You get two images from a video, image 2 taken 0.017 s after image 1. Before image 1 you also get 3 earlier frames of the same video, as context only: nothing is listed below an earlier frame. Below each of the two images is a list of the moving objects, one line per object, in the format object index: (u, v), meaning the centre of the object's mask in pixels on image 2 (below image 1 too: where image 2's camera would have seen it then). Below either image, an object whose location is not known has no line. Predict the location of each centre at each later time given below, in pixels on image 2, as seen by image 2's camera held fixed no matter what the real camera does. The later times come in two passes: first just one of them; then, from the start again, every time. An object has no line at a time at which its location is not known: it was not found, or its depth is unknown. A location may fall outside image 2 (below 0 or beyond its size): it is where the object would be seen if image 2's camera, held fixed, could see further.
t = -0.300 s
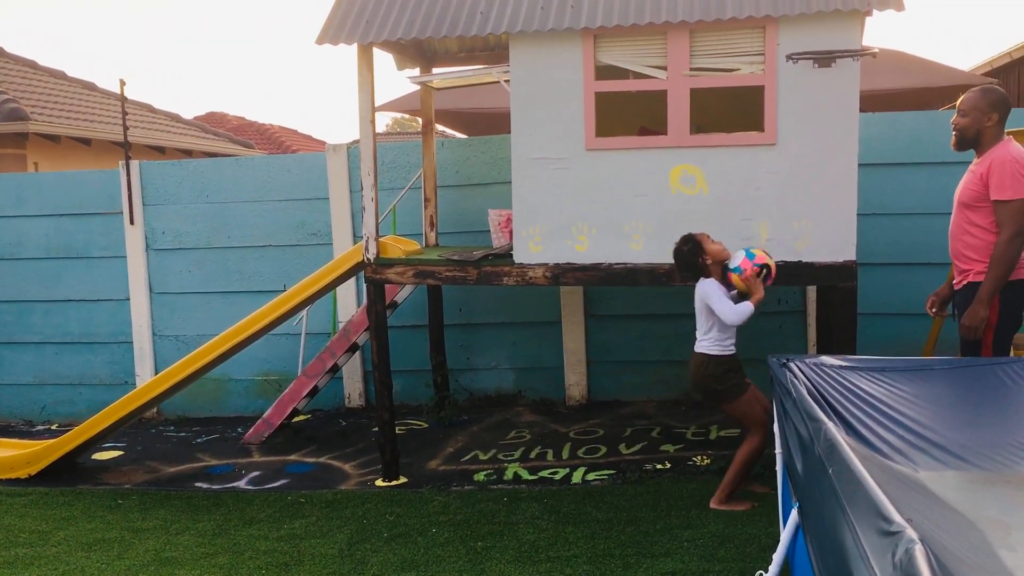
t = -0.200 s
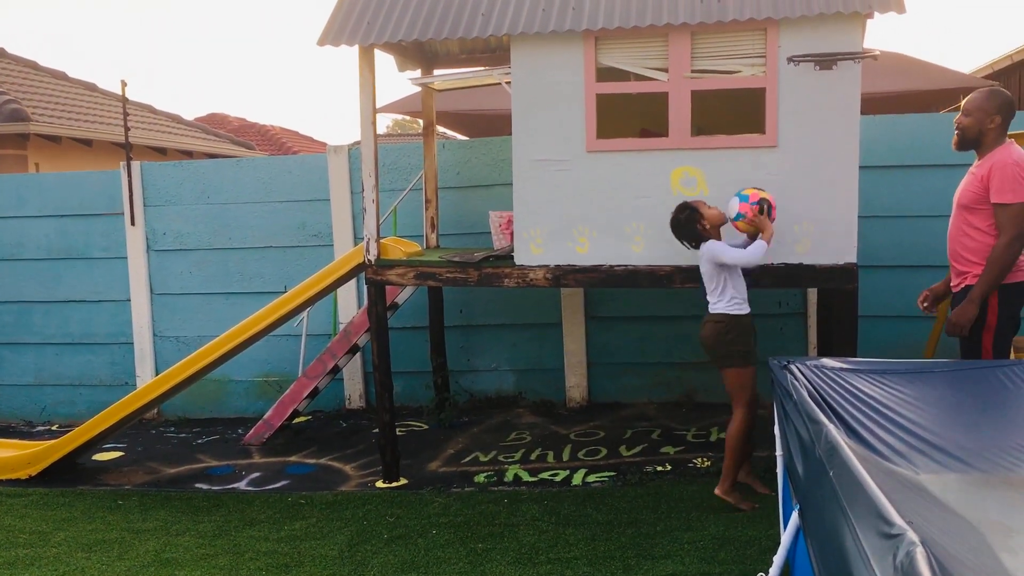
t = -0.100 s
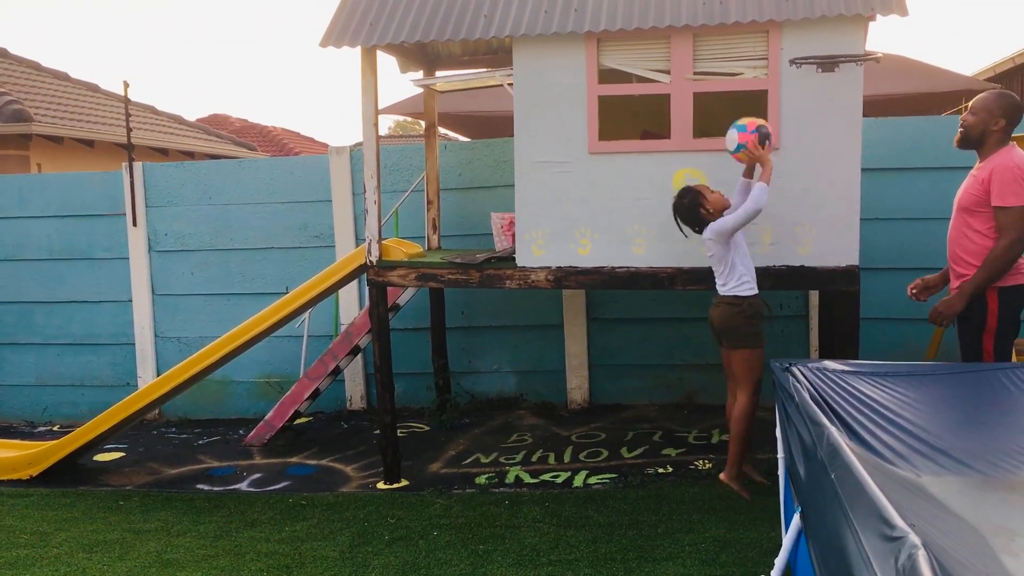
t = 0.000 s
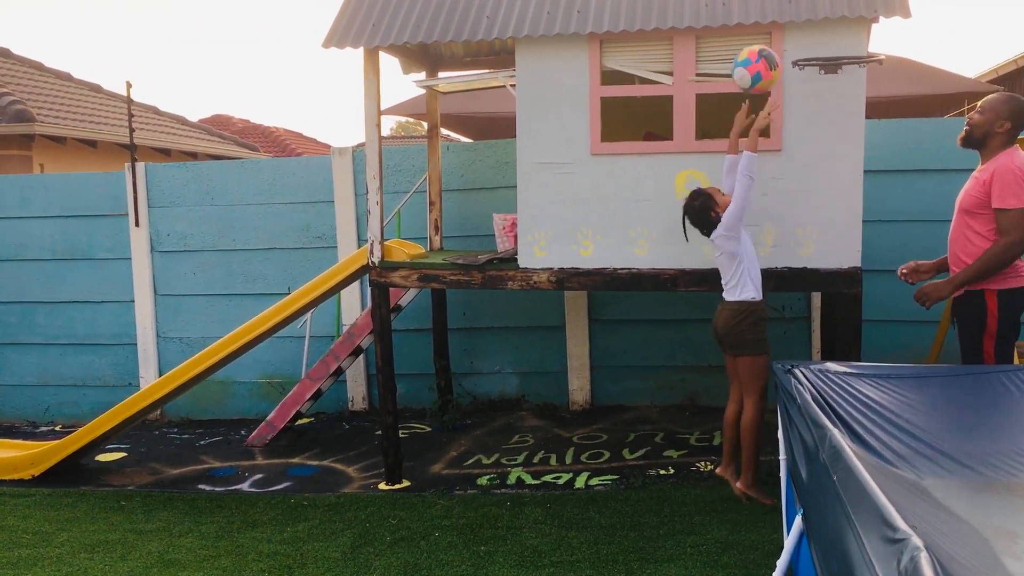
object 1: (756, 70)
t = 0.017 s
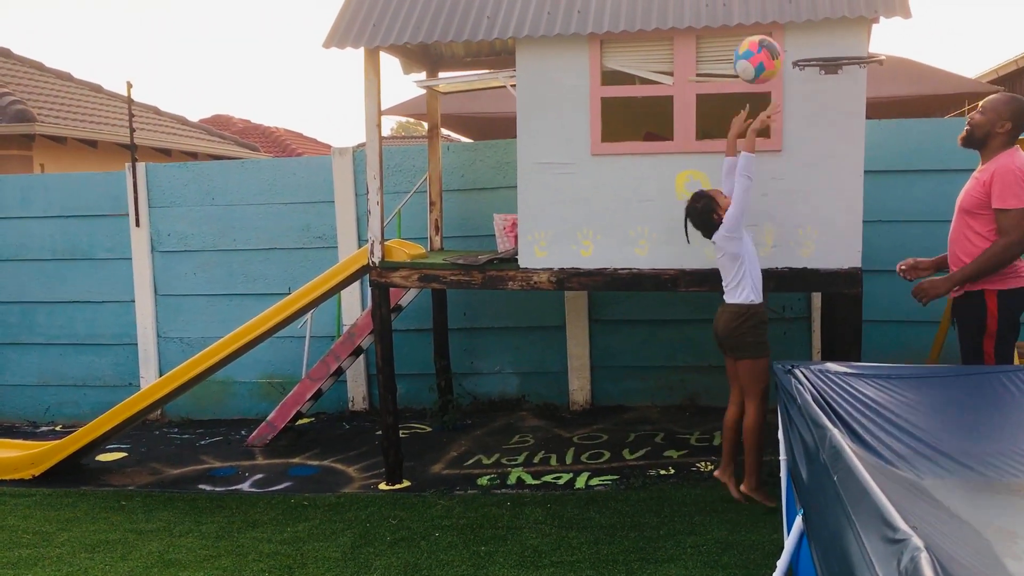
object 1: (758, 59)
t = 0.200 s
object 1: (767, 6)
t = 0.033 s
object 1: (759, 50)
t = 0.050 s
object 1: (759, 41)
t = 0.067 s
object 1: (760, 33)
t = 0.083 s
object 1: (761, 26)
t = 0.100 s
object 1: (762, 20)
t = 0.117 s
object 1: (763, 16)
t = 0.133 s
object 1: (764, 13)
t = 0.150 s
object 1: (765, 11)
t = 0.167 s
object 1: (765, 9)
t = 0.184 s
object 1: (766, 8)
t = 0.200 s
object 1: (767, 6)
